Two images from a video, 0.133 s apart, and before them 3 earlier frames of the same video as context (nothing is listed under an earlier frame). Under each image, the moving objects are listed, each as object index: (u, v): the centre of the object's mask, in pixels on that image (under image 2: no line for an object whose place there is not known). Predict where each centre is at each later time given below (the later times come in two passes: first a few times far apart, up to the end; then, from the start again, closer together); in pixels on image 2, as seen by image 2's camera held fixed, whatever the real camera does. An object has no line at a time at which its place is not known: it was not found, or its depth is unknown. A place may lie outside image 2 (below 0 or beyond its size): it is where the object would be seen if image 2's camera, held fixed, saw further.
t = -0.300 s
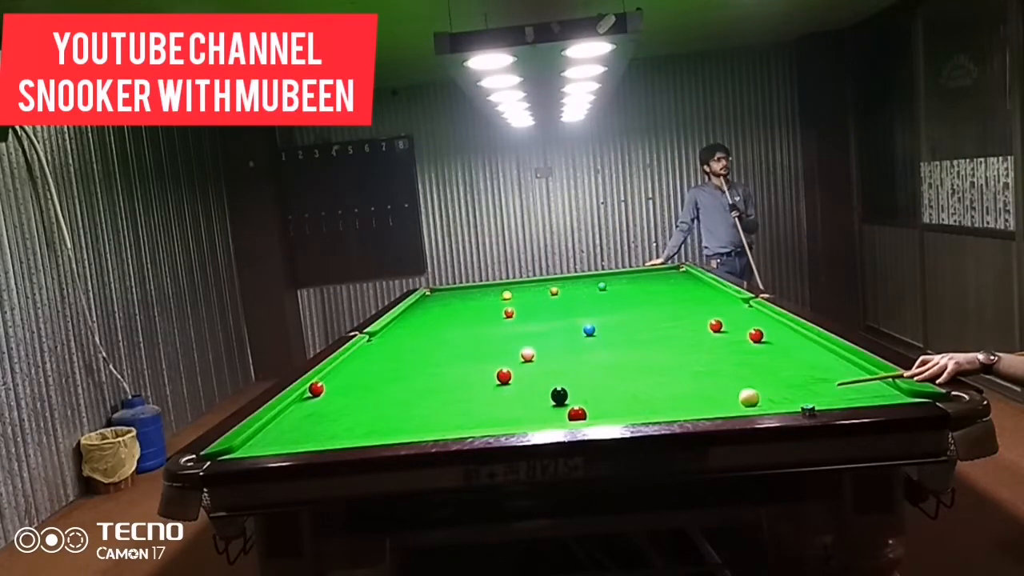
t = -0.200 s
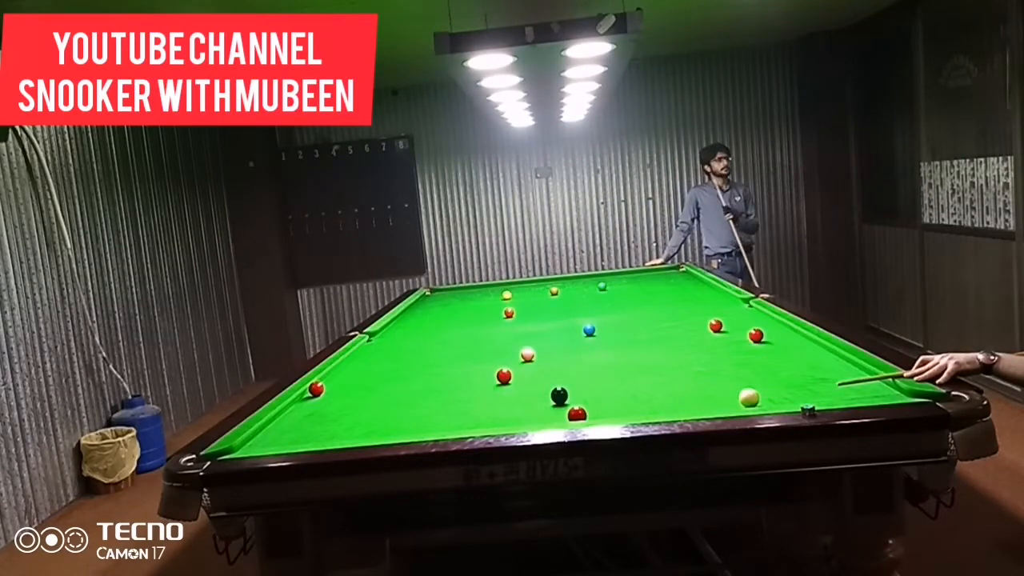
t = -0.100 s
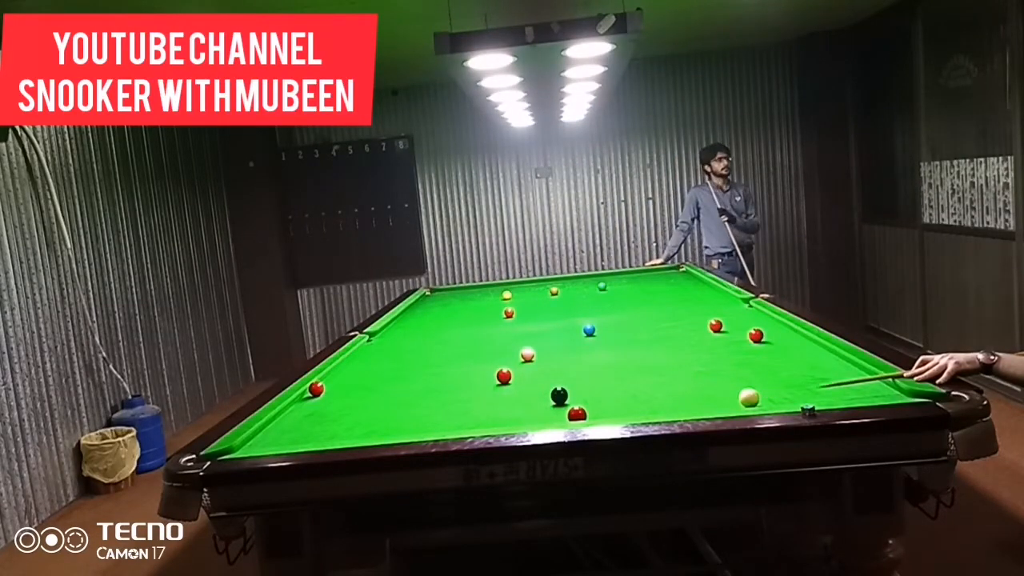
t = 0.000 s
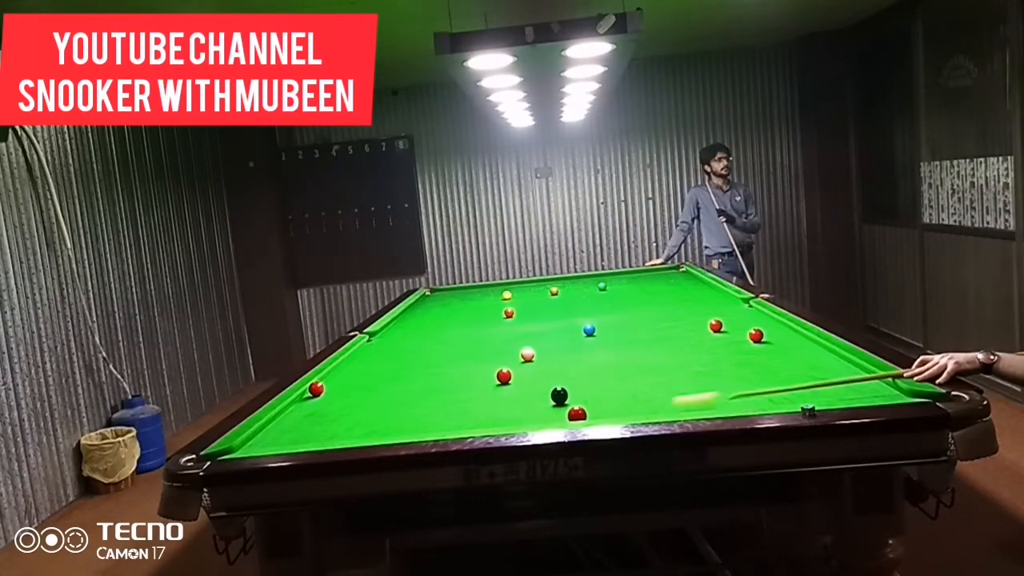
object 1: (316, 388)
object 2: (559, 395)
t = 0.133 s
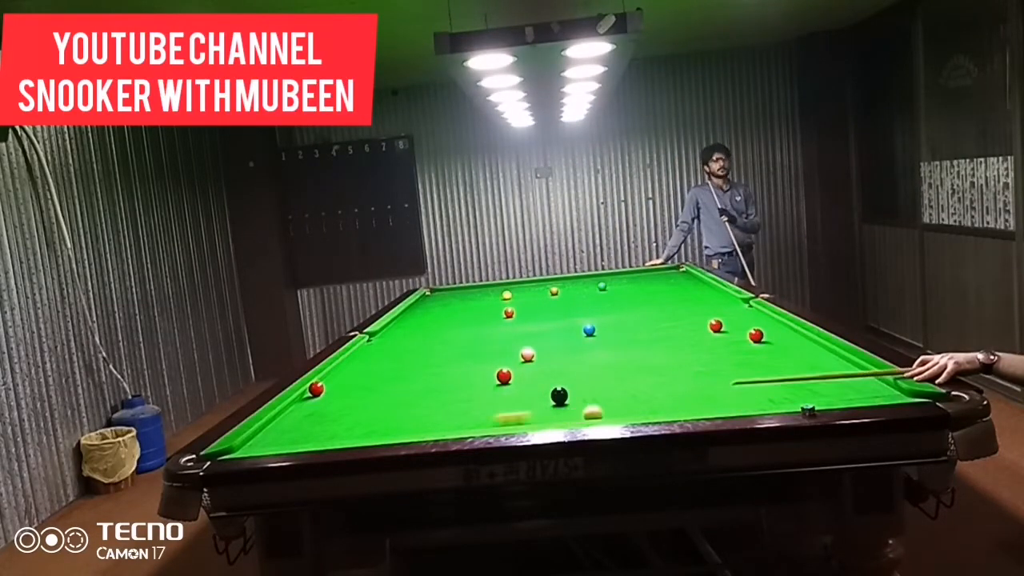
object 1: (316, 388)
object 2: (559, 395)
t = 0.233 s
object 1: (316, 388)
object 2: (559, 395)
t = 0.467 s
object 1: (316, 388)
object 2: (559, 395)
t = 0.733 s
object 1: (316, 388)
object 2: (559, 395)
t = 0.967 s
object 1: (317, 387)
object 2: (559, 395)
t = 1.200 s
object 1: (324, 380)
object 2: (559, 395)
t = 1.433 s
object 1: (340, 374)
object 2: (559, 395)
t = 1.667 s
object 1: (353, 367)
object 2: (559, 395)
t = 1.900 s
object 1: (364, 362)
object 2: (559, 395)
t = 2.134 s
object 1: (374, 357)
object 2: (559, 395)
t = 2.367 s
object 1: (383, 352)
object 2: (559, 395)
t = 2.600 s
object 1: (391, 349)
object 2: (559, 395)
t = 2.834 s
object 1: (397, 345)
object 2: (559, 395)
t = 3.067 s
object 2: (559, 396)
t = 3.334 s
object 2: (572, 393)
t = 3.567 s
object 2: (585, 390)
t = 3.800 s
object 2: (596, 389)
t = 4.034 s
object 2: (606, 387)
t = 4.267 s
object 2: (612, 386)
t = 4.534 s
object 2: (617, 385)
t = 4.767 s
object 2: (620, 385)
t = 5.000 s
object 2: (621, 385)
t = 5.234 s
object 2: (621, 384)
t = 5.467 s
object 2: (621, 384)
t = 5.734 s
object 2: (621, 384)
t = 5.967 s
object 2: (621, 384)
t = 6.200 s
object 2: (621, 384)
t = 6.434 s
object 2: (621, 384)
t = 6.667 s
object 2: (621, 384)
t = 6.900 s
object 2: (621, 384)
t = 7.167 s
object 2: (621, 385)
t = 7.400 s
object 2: (621, 385)
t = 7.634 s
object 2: (621, 385)
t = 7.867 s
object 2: (621, 385)
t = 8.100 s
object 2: (621, 384)
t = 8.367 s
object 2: (621, 384)
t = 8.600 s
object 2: (621, 384)
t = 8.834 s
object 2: (621, 385)
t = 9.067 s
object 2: (621, 384)
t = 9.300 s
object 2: (621, 384)
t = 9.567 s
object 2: (621, 384)
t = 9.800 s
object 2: (621, 384)
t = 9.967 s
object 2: (621, 384)
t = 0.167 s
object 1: (316, 388)
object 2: (559, 395)
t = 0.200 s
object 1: (316, 388)
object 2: (559, 395)
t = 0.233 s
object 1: (316, 388)
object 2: (559, 395)
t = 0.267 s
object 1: (316, 388)
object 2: (559, 395)
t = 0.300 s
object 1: (316, 388)
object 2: (559, 395)
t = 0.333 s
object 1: (316, 388)
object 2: (559, 395)
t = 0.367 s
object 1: (316, 388)
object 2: (559, 395)
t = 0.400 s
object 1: (316, 388)
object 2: (559, 395)
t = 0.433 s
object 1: (316, 388)
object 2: (559, 395)
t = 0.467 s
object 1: (316, 388)
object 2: (559, 395)
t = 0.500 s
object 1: (316, 388)
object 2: (559, 395)
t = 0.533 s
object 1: (316, 388)
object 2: (559, 395)
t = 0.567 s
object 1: (316, 388)
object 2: (559, 395)
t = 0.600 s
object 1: (316, 388)
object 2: (559, 395)
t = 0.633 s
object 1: (316, 388)
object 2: (559, 395)
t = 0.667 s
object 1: (316, 388)
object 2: (559, 395)
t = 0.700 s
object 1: (316, 388)
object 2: (559, 395)
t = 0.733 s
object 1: (316, 388)
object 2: (559, 395)
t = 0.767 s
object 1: (316, 388)
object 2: (559, 395)
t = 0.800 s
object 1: (316, 388)
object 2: (559, 395)
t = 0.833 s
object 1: (316, 388)
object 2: (559, 395)
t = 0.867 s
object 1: (316, 388)
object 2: (559, 395)
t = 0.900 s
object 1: (316, 388)
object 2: (559, 395)
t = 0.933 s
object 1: (316, 388)
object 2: (559, 395)
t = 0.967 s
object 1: (317, 387)
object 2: (559, 395)
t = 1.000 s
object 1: (317, 386)
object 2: (559, 395)
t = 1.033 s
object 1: (315, 384)
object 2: (559, 395)
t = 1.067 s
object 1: (314, 384)
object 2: (559, 395)
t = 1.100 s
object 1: (316, 383)
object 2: (559, 395)
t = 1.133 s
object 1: (319, 382)
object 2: (559, 395)
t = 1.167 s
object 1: (321, 381)
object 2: (559, 395)
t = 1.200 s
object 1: (324, 380)
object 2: (559, 395)
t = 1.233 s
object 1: (326, 379)
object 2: (559, 395)
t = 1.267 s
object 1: (328, 377)
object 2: (559, 395)
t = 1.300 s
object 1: (331, 377)
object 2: (559, 395)
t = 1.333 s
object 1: (333, 376)
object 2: (559, 395)
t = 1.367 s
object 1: (335, 375)
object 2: (559, 395)
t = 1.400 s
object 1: (337, 374)
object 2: (559, 395)
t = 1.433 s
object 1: (340, 374)
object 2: (559, 395)
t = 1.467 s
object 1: (342, 373)
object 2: (559, 395)
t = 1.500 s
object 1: (344, 372)
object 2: (559, 395)
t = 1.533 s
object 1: (346, 371)
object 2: (559, 395)
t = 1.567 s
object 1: (348, 370)
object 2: (559, 395)
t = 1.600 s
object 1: (349, 369)
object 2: (559, 395)
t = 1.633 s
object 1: (351, 369)
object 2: (559, 395)
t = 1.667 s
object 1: (353, 367)
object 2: (559, 395)
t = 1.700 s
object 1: (355, 367)
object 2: (559, 395)
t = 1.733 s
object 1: (356, 366)
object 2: (559, 395)
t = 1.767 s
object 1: (358, 365)
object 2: (559, 395)
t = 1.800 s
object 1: (360, 364)
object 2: (559, 395)
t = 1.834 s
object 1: (361, 363)
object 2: (559, 395)
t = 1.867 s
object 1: (363, 363)
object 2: (559, 395)
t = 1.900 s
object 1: (364, 362)
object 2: (559, 395)
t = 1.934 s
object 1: (366, 361)
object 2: (559, 395)
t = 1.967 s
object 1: (367, 360)
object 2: (559, 395)
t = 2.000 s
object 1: (369, 360)
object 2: (559, 395)
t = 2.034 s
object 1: (370, 359)
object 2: (559, 395)
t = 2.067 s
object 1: (372, 358)
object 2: (559, 395)
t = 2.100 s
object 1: (373, 357)
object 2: (559, 395)
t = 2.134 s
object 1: (374, 357)
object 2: (559, 395)
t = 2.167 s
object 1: (376, 356)
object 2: (559, 395)
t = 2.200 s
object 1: (377, 355)
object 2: (559, 395)
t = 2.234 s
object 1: (378, 355)
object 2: (559, 395)
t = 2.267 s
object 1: (379, 354)
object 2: (559, 395)
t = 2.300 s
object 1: (380, 353)
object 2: (559, 395)
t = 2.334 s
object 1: (382, 353)
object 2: (559, 395)
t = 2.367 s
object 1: (383, 352)
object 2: (559, 395)
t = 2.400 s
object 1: (384, 352)
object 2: (559, 395)
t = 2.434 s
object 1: (385, 351)
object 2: (559, 395)
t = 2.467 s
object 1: (386, 351)
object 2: (559, 395)
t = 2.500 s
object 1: (388, 350)
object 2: (559, 395)
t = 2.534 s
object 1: (388, 349)
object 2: (559, 395)
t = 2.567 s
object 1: (390, 349)
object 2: (559, 395)
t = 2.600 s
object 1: (391, 349)
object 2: (559, 395)
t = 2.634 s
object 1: (392, 348)
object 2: (559, 395)
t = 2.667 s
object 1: (392, 348)
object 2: (559, 395)
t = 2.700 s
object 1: (393, 347)
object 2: (559, 395)
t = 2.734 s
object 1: (394, 347)
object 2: (559, 395)
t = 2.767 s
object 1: (395, 346)
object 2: (559, 395)
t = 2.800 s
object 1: (396, 346)
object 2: (559, 396)
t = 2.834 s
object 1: (397, 345)
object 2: (559, 395)
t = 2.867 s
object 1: (398, 345)
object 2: (559, 395)
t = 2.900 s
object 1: (399, 344)
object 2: (559, 395)
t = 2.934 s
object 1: (400, 344)
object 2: (559, 395)
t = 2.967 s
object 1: (401, 344)
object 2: (559, 395)
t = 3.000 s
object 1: (401, 343)
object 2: (559, 395)
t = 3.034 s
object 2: (559, 395)
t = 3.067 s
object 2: (559, 396)
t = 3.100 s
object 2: (559, 395)
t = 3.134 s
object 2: (559, 395)
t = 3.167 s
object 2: (560, 395)
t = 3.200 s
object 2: (563, 394)
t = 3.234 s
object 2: (565, 394)
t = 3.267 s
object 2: (567, 394)
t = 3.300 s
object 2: (570, 393)
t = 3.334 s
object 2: (572, 393)
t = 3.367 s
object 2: (574, 393)
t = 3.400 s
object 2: (576, 392)
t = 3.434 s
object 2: (578, 392)
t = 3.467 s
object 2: (580, 391)
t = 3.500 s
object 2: (582, 391)
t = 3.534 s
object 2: (584, 391)
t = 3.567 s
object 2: (585, 390)
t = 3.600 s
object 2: (587, 390)
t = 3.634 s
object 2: (589, 390)
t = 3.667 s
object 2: (591, 390)
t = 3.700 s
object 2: (592, 389)
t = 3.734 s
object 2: (594, 389)
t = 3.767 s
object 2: (595, 389)
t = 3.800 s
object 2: (596, 389)
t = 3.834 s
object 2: (598, 389)
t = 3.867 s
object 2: (599, 388)
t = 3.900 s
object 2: (601, 388)
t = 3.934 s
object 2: (602, 388)
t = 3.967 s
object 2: (603, 387)
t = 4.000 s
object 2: (604, 387)
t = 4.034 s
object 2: (606, 387)
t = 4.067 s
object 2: (607, 387)
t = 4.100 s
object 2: (608, 387)
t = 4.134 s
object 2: (609, 387)
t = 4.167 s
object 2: (610, 386)
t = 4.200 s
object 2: (611, 386)
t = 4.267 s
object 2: (612, 386)
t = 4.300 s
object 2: (612, 386)
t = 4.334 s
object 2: (613, 386)
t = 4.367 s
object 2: (614, 386)
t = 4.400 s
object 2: (615, 386)
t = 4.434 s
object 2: (616, 385)
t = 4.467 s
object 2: (616, 385)
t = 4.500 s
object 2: (617, 385)
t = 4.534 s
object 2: (617, 385)
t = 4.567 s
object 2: (618, 385)
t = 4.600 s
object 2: (618, 385)
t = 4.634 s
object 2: (619, 385)
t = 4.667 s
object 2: (619, 385)
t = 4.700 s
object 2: (620, 385)
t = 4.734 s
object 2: (620, 385)
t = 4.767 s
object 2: (620, 385)
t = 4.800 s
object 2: (620, 385)
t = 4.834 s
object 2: (620, 385)
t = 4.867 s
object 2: (621, 385)
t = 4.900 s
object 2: (621, 385)
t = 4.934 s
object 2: (621, 385)
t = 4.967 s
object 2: (621, 385)
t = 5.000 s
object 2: (621, 385)
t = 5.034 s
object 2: (621, 384)
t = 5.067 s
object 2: (621, 384)
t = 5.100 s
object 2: (621, 385)
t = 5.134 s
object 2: (621, 385)
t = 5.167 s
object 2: (621, 385)
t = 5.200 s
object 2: (621, 385)
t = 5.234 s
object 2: (621, 384)
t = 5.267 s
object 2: (621, 385)
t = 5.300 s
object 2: (621, 384)
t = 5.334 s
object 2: (621, 385)
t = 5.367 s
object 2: (621, 384)
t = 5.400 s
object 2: (621, 385)
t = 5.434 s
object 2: (621, 384)
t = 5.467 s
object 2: (621, 384)
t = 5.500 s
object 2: (621, 384)
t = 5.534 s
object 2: (621, 384)
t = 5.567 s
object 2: (621, 384)
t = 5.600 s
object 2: (621, 384)
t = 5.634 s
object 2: (621, 384)
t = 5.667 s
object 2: (621, 384)
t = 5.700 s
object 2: (621, 384)
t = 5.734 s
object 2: (621, 384)
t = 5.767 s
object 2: (621, 384)
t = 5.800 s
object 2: (621, 384)
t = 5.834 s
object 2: (621, 384)
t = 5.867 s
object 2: (621, 384)
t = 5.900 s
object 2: (621, 384)
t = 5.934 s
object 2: (621, 384)
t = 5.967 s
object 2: (621, 384)
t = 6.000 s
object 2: (621, 384)
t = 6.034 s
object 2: (621, 384)
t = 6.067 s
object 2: (621, 384)
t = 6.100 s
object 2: (621, 384)
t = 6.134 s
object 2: (621, 384)
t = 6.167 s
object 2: (621, 384)
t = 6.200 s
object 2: (621, 384)
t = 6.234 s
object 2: (621, 384)
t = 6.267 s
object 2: (621, 384)
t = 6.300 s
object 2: (621, 384)
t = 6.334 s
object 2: (621, 384)
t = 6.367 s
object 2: (621, 384)
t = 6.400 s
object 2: (621, 384)
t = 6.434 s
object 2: (621, 384)
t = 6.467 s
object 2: (621, 384)
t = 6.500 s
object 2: (621, 384)
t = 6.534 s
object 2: (621, 384)
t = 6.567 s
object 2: (621, 385)
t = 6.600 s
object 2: (621, 384)
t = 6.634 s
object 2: (621, 384)
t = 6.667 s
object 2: (621, 384)
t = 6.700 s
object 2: (621, 384)
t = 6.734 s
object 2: (621, 384)
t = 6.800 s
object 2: (621, 384)
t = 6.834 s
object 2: (621, 384)
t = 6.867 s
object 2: (621, 384)
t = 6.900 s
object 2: (621, 384)
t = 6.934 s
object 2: (621, 384)
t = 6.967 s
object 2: (621, 384)
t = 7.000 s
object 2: (621, 384)
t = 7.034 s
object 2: (621, 384)
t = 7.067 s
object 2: (621, 384)
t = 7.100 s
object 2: (621, 384)
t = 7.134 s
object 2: (621, 385)
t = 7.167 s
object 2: (621, 385)
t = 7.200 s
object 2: (621, 384)
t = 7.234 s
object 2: (621, 384)
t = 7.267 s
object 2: (621, 385)
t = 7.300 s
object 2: (621, 385)
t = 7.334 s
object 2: (621, 385)
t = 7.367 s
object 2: (621, 385)
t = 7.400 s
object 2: (621, 385)
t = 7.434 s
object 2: (621, 385)
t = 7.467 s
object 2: (620, 385)
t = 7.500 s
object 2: (620, 385)
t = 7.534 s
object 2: (621, 385)
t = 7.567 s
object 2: (621, 385)
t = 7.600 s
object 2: (621, 385)
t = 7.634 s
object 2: (621, 385)
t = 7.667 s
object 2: (621, 385)
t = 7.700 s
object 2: (621, 384)
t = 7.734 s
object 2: (621, 384)
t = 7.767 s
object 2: (621, 384)
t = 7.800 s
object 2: (621, 384)
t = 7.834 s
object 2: (621, 384)
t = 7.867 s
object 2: (621, 385)
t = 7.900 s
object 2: (621, 385)
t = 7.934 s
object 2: (621, 384)
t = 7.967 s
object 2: (621, 384)
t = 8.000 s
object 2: (621, 384)
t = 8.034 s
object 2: (621, 384)
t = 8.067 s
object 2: (621, 384)
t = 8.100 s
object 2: (621, 384)
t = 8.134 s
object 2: (621, 384)
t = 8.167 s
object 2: (621, 384)
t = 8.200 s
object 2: (621, 384)
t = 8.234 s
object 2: (621, 384)
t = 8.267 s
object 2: (621, 384)
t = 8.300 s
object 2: (621, 384)
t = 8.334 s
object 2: (621, 384)
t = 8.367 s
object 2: (621, 384)
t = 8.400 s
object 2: (621, 384)
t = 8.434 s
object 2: (620, 384)
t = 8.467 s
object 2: (621, 384)
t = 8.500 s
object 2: (621, 384)
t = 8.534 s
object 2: (621, 384)
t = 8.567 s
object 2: (621, 384)
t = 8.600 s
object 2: (621, 384)
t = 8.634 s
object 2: (621, 384)
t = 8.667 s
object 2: (621, 384)
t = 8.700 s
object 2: (621, 384)
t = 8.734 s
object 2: (621, 384)
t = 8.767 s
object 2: (621, 384)
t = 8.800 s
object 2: (621, 385)
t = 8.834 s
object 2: (621, 385)
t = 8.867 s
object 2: (621, 385)
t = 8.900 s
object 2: (621, 385)
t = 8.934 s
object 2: (621, 385)
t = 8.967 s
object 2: (621, 385)
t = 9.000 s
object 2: (621, 385)
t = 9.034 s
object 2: (621, 384)
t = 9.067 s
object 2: (621, 384)
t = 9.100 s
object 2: (621, 384)
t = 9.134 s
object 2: (621, 384)
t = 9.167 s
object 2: (621, 384)
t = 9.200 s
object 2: (621, 384)
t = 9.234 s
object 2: (621, 384)
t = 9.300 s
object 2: (621, 384)
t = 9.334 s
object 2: (620, 384)
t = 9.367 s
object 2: (621, 384)
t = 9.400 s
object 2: (621, 384)
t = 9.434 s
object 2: (621, 384)
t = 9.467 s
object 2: (620, 384)
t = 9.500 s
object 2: (621, 384)
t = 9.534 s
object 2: (621, 384)
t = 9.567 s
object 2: (621, 384)
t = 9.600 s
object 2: (621, 384)
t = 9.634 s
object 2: (621, 384)
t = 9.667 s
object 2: (621, 384)
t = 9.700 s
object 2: (621, 384)
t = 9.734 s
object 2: (621, 384)
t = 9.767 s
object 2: (621, 384)
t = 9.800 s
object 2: (621, 384)
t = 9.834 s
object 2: (621, 384)
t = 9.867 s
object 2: (621, 384)
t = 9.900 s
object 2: (621, 384)
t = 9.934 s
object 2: (621, 384)
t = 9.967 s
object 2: (621, 384)
